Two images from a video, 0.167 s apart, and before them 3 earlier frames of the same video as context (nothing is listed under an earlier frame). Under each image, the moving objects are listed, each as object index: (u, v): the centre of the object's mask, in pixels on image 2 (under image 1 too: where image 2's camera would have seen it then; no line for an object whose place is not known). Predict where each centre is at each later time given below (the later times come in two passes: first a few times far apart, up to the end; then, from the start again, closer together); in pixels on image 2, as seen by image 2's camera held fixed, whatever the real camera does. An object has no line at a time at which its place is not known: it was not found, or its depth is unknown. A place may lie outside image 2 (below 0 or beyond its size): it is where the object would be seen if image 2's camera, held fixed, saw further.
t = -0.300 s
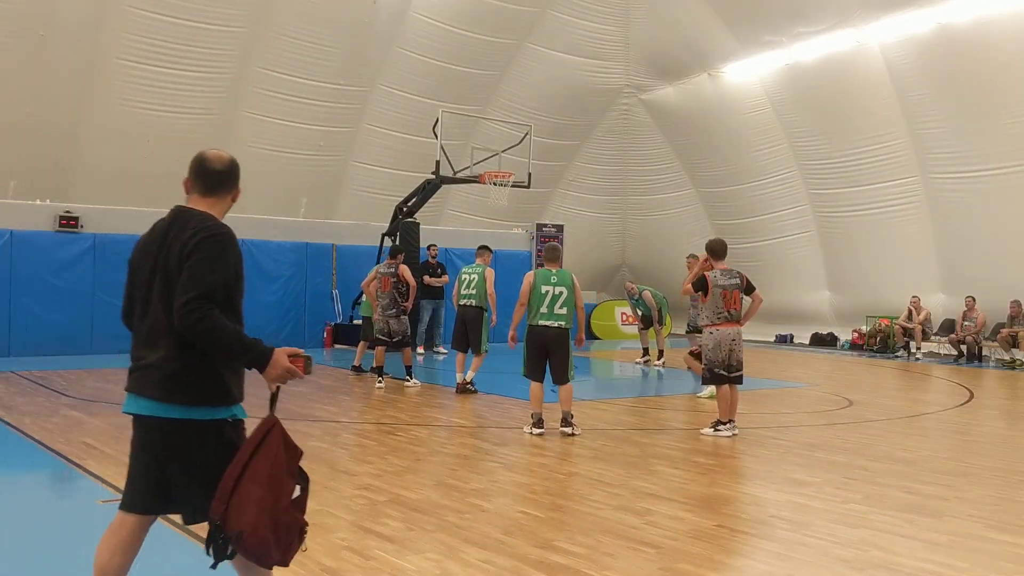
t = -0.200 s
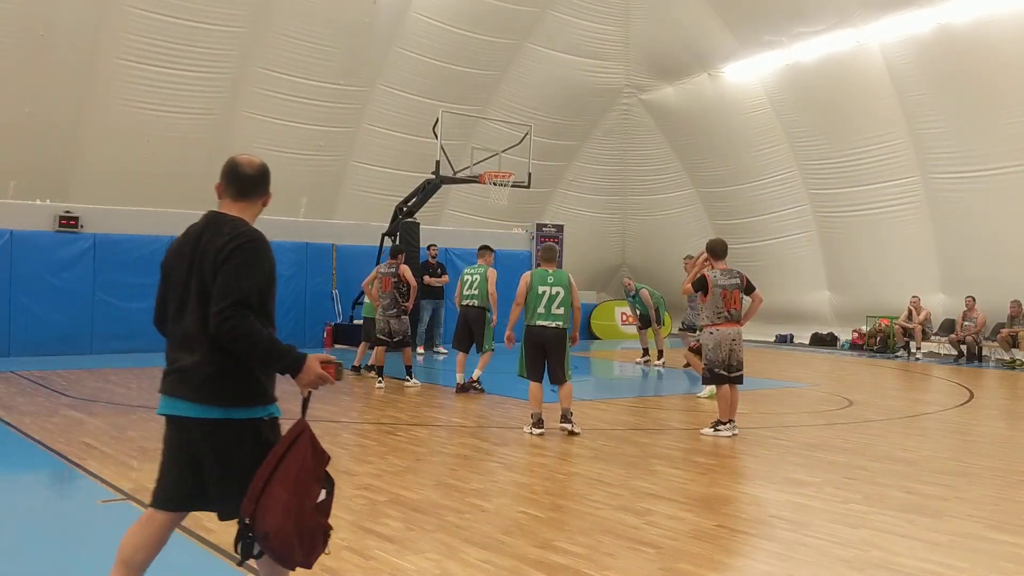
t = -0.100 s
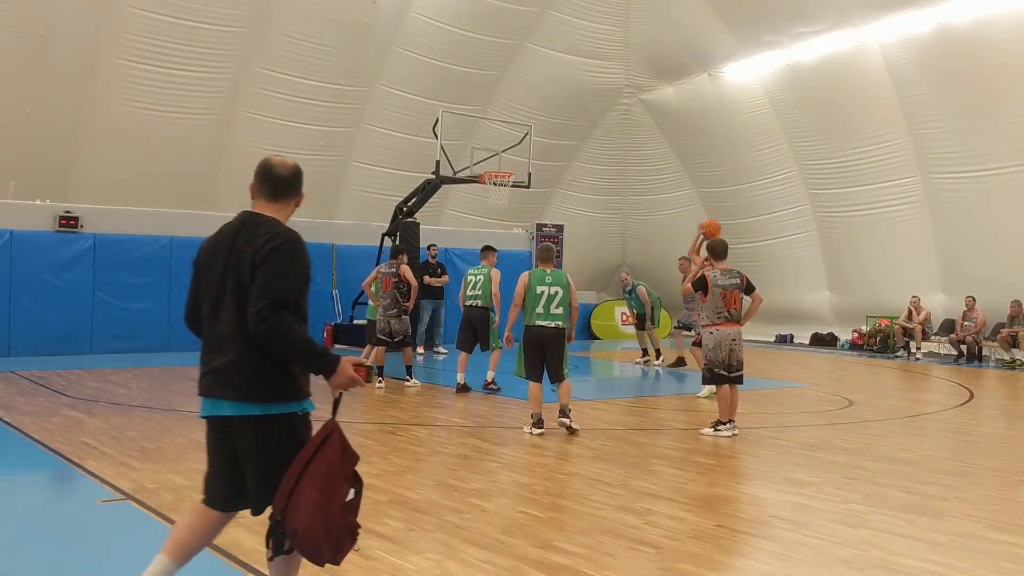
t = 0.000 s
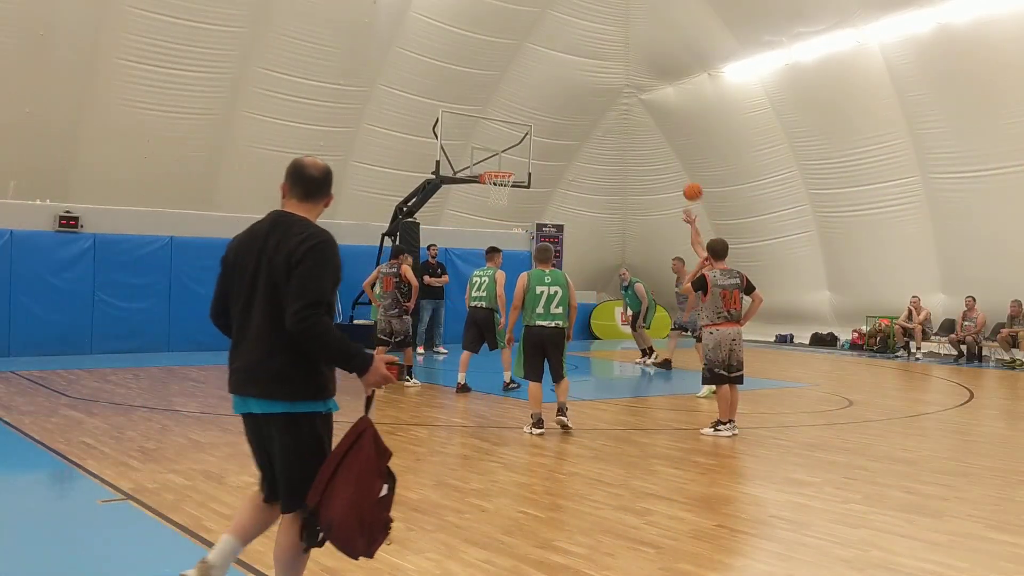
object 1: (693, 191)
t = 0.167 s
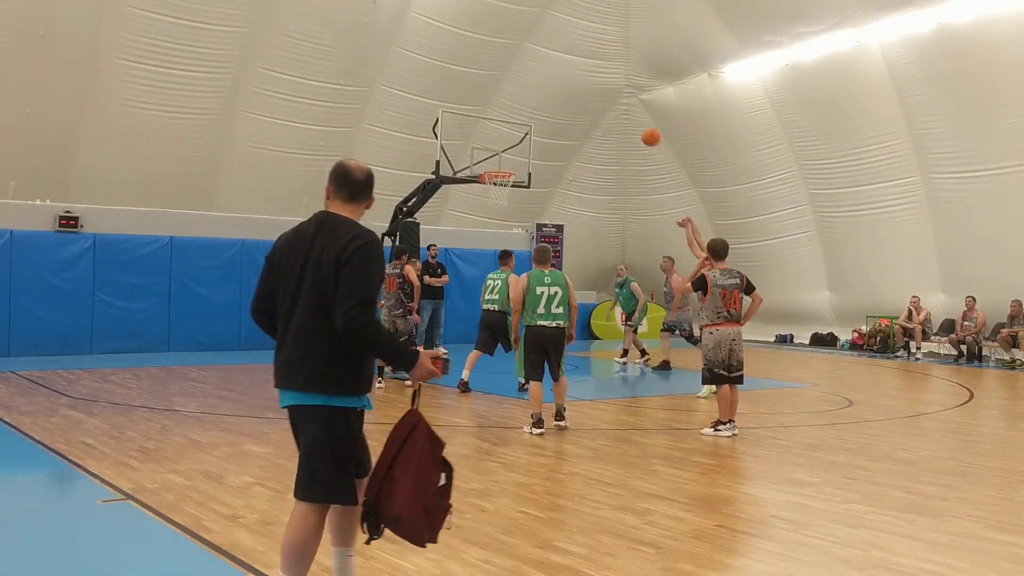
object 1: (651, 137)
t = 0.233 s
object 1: (636, 122)
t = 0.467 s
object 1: (585, 97)
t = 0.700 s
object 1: (539, 110)
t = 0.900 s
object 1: (503, 147)
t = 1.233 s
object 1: (501, 161)
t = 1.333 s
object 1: (504, 168)
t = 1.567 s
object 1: (496, 197)
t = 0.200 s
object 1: (643, 129)
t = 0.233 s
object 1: (636, 122)
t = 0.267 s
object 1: (628, 115)
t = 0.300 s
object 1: (620, 111)
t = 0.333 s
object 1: (613, 106)
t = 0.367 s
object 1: (606, 102)
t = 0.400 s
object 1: (599, 100)
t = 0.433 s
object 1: (592, 98)
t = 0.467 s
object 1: (585, 97)
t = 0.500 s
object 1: (578, 97)
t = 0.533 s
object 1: (571, 97)
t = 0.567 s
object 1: (565, 98)
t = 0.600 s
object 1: (558, 100)
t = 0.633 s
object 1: (552, 103)
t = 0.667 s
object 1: (545, 107)
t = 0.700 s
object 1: (539, 110)
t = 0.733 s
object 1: (533, 115)
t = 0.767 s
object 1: (527, 120)
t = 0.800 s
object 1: (521, 126)
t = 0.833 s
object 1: (515, 132)
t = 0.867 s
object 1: (509, 139)
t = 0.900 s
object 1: (503, 147)
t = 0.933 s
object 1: (498, 155)
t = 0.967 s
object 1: (493, 163)
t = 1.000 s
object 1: (493, 164)
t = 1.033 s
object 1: (493, 163)
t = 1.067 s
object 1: (494, 160)
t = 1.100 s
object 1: (496, 159)
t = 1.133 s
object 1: (497, 159)
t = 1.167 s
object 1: (498, 159)
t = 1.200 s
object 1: (499, 160)
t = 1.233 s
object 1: (501, 161)
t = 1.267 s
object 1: (502, 163)
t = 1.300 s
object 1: (503, 165)
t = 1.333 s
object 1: (504, 168)
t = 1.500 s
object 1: (503, 186)
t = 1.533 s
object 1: (498, 193)
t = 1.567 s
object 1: (496, 197)
